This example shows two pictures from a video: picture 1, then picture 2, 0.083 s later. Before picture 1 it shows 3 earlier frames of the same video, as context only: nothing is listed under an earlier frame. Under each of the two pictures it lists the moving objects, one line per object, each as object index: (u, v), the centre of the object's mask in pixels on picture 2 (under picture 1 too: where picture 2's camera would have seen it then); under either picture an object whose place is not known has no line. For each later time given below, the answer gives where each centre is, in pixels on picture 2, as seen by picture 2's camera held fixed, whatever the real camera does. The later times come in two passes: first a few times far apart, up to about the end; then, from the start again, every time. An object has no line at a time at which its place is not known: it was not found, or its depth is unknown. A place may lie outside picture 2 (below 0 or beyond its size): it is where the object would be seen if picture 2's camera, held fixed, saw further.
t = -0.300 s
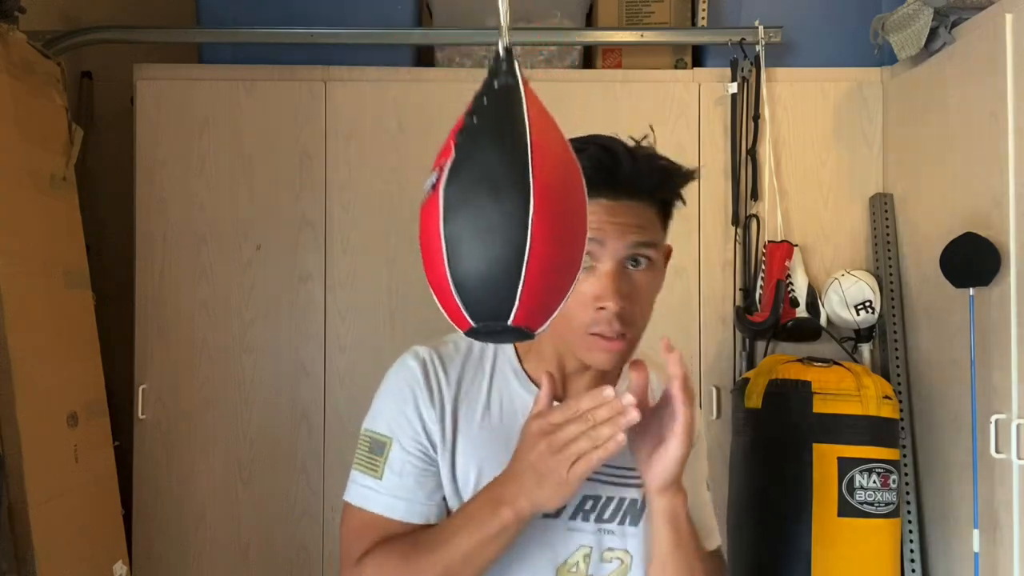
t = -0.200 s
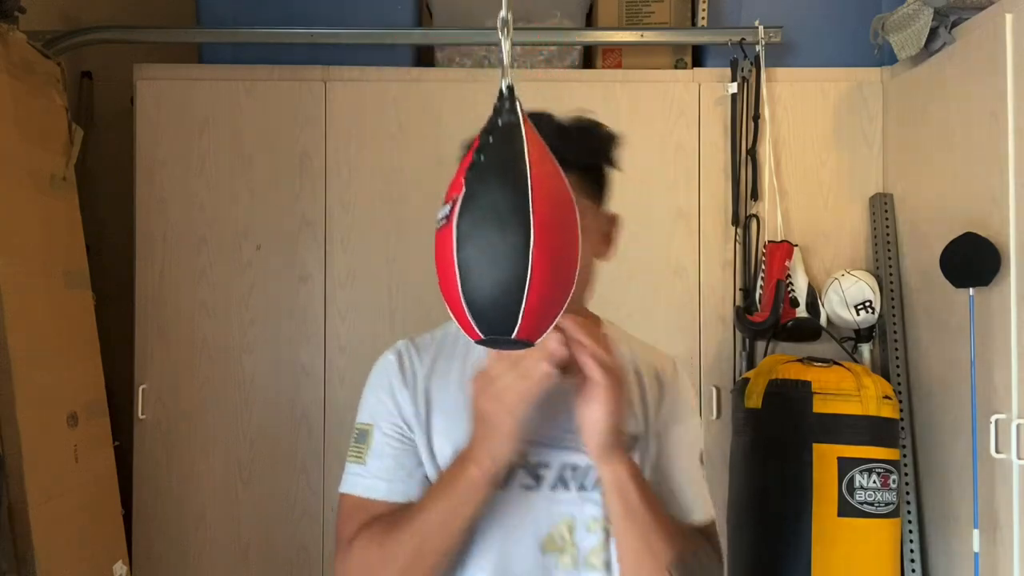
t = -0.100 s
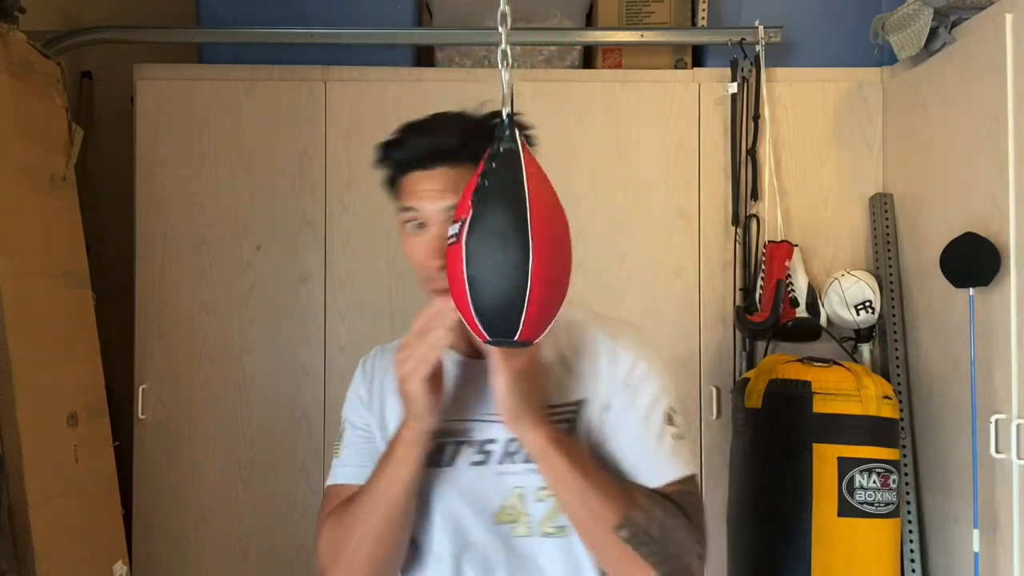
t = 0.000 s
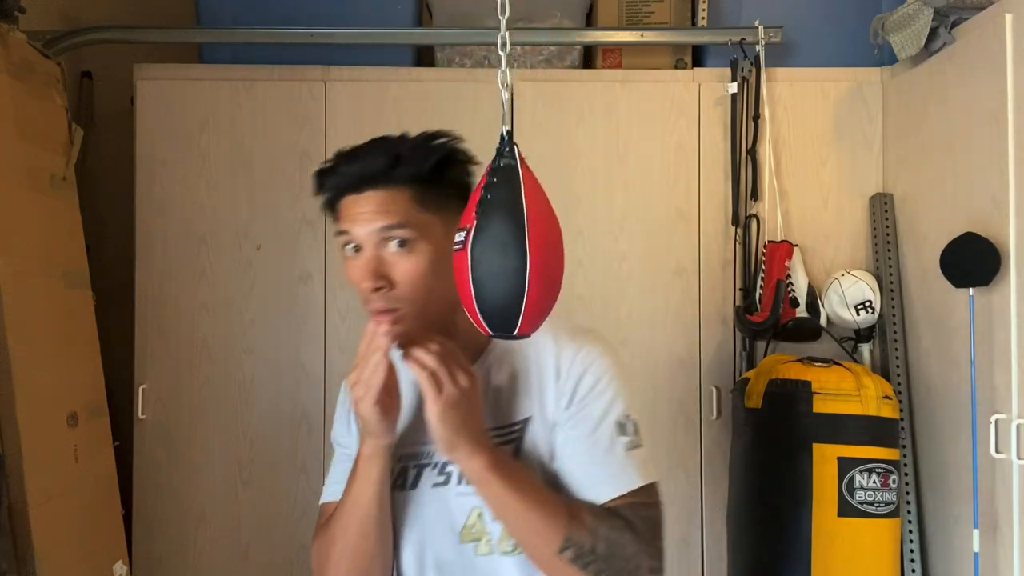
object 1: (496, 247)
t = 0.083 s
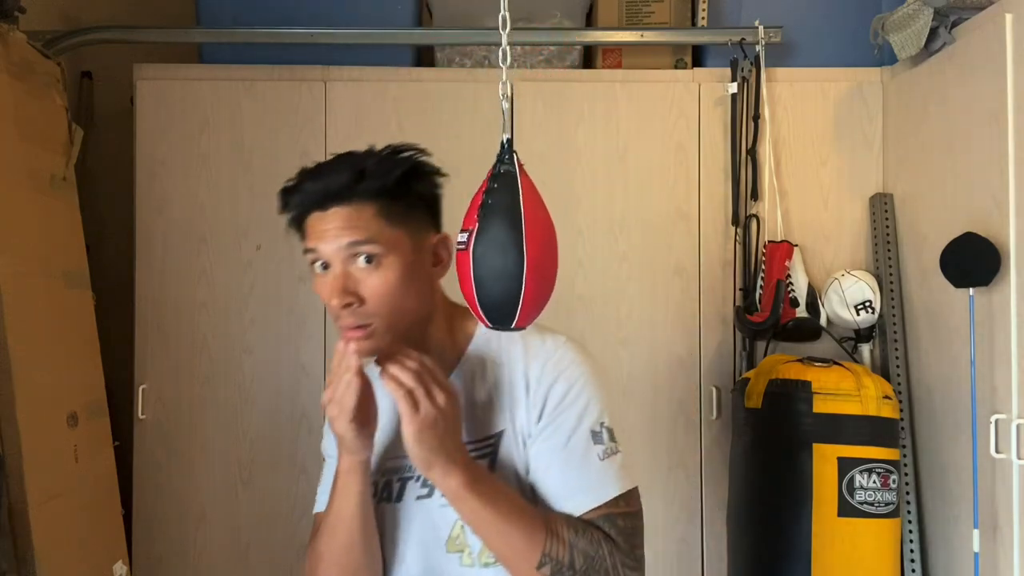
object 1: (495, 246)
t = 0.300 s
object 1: (492, 238)
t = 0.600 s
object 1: (484, 229)
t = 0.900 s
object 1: (479, 247)
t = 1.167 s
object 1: (468, 229)
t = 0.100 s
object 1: (495, 245)
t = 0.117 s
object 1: (495, 245)
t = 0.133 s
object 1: (495, 244)
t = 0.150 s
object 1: (494, 244)
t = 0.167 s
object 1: (494, 243)
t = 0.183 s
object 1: (494, 242)
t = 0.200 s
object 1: (494, 242)
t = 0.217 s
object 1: (493, 241)
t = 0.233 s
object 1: (492, 240)
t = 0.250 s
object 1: (492, 239)
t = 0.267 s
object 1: (492, 239)
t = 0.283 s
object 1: (492, 238)
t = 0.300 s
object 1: (492, 238)
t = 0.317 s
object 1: (492, 237)
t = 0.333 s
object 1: (491, 236)
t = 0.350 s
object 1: (491, 236)
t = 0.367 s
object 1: (490, 234)
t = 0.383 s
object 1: (491, 234)
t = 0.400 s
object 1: (490, 232)
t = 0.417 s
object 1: (489, 229)
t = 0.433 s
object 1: (490, 226)
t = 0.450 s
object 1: (490, 220)
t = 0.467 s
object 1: (489, 216)
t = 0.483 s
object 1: (488, 211)
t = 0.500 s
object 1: (486, 209)
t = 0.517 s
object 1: (485, 210)
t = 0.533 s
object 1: (483, 213)
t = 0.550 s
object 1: (482, 219)
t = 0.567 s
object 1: (482, 223)
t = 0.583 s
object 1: (482, 226)
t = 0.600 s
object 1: (484, 229)
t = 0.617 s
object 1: (486, 233)
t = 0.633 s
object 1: (486, 235)
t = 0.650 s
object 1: (486, 237)
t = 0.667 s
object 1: (485, 238)
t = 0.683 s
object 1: (485, 238)
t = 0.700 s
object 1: (485, 239)
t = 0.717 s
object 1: (485, 240)
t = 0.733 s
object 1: (484, 241)
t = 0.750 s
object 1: (483, 241)
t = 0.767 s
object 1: (483, 242)
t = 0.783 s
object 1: (482, 242)
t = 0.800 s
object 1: (482, 243)
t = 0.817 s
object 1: (481, 244)
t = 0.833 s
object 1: (481, 245)
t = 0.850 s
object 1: (480, 245)
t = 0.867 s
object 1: (480, 246)
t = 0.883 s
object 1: (479, 246)
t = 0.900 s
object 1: (479, 247)
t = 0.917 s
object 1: (477, 246)
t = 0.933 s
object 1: (477, 247)
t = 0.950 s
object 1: (476, 246)
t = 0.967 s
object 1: (475, 246)
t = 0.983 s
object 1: (475, 247)
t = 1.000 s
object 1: (474, 246)
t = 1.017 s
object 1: (473, 245)
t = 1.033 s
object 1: (473, 245)
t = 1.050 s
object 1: (472, 244)
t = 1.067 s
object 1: (471, 242)
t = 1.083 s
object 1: (471, 241)
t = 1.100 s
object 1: (470, 236)
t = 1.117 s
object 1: (470, 234)
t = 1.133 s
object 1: (469, 234)
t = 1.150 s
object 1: (468, 231)
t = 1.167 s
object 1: (468, 229)
